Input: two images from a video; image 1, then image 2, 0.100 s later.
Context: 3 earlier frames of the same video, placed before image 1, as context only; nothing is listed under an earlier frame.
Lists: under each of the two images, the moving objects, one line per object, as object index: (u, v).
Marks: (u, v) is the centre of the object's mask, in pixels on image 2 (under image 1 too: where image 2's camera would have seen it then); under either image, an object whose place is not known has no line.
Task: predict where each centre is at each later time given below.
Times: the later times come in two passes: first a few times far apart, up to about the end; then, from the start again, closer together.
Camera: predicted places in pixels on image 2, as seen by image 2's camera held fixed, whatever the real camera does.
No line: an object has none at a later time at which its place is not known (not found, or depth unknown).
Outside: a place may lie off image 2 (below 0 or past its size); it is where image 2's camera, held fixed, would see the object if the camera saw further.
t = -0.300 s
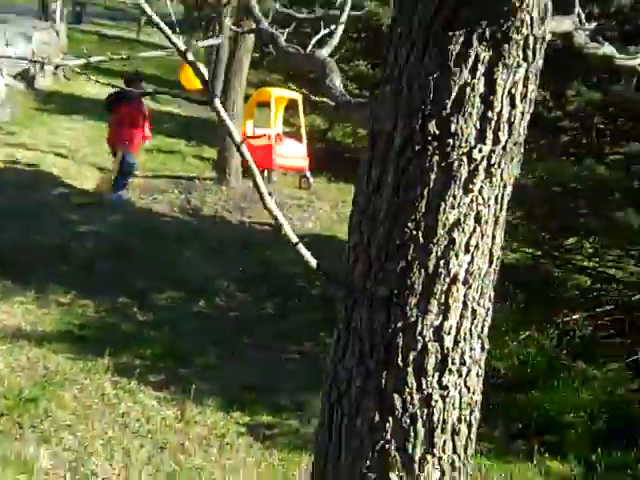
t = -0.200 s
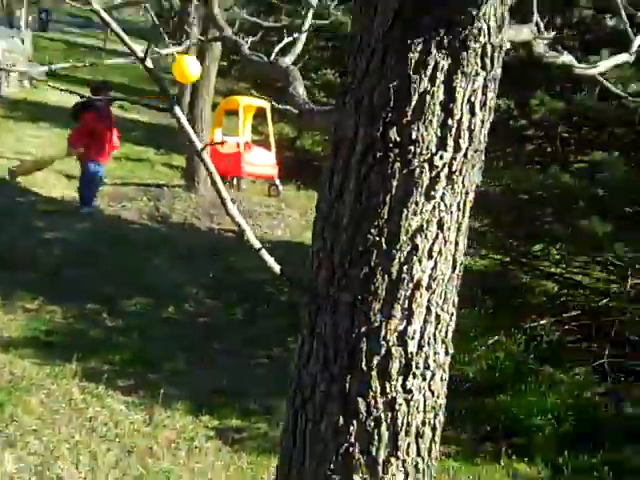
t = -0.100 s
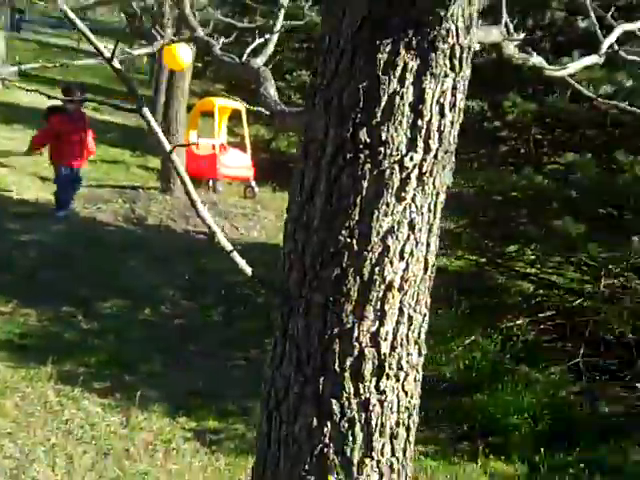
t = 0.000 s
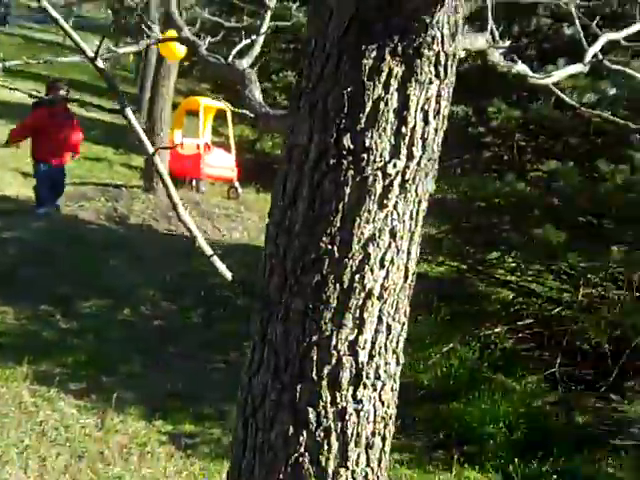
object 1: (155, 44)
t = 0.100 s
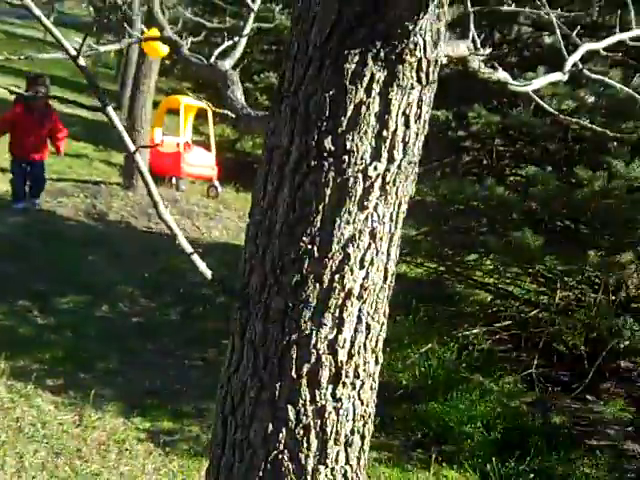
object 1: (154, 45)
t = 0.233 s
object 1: (145, 55)
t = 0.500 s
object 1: (81, 87)
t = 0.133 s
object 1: (155, 45)
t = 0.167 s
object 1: (151, 48)
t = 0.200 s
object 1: (149, 50)
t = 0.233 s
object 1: (145, 55)
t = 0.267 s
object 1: (141, 60)
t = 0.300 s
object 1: (136, 66)
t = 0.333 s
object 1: (129, 73)
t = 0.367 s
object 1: (121, 80)
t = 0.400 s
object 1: (114, 85)
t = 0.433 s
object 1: (109, 89)
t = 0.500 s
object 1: (81, 87)
